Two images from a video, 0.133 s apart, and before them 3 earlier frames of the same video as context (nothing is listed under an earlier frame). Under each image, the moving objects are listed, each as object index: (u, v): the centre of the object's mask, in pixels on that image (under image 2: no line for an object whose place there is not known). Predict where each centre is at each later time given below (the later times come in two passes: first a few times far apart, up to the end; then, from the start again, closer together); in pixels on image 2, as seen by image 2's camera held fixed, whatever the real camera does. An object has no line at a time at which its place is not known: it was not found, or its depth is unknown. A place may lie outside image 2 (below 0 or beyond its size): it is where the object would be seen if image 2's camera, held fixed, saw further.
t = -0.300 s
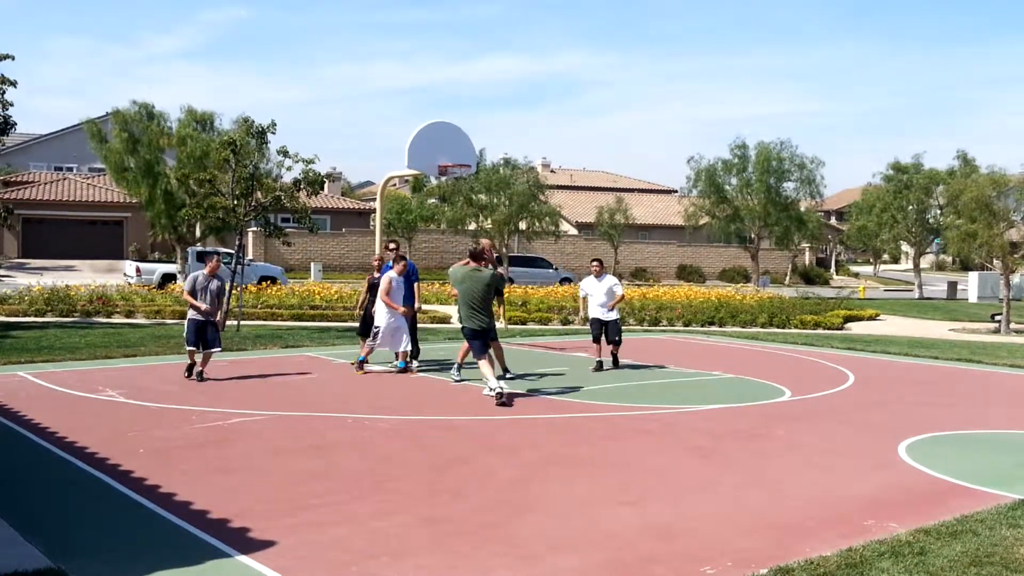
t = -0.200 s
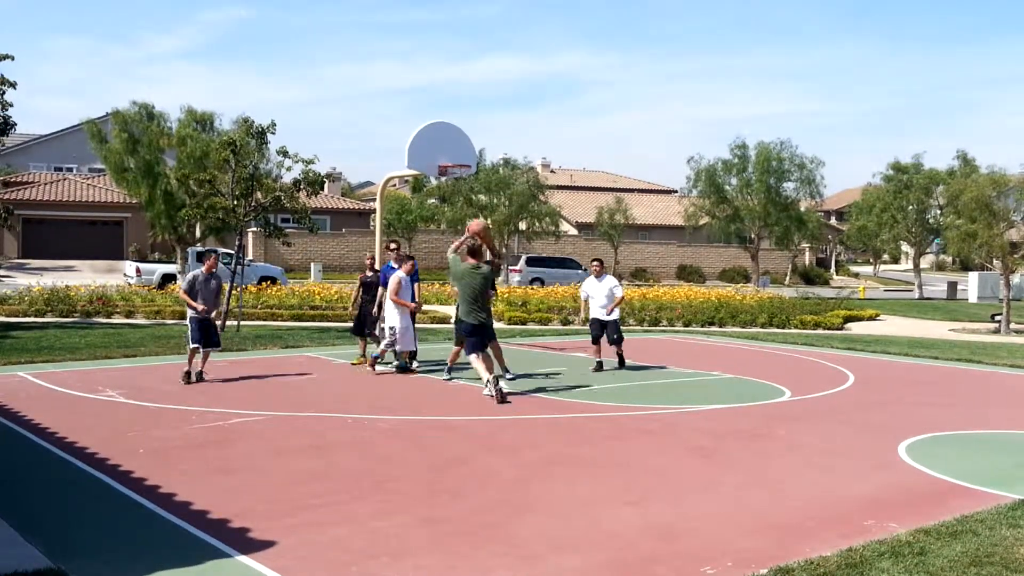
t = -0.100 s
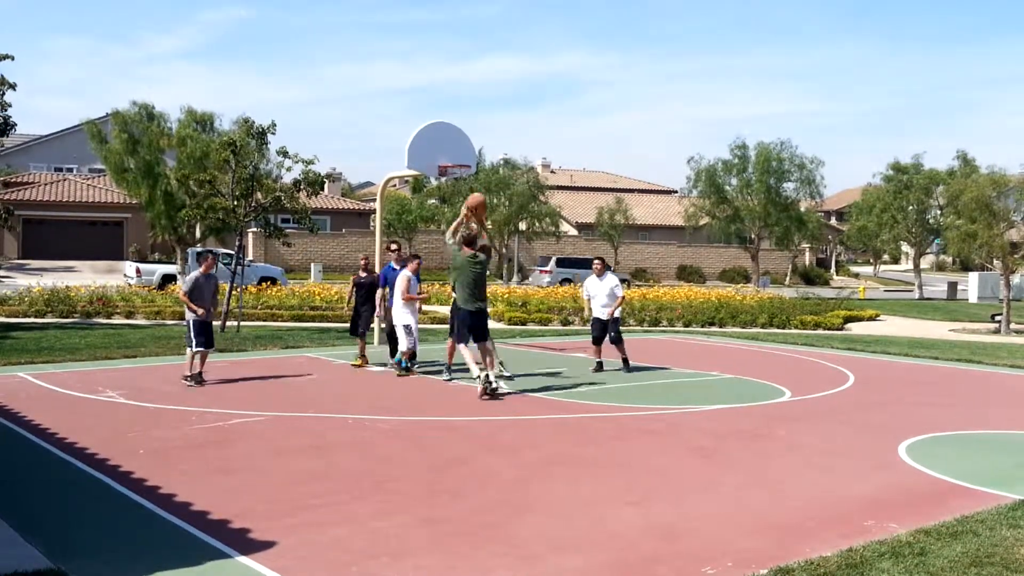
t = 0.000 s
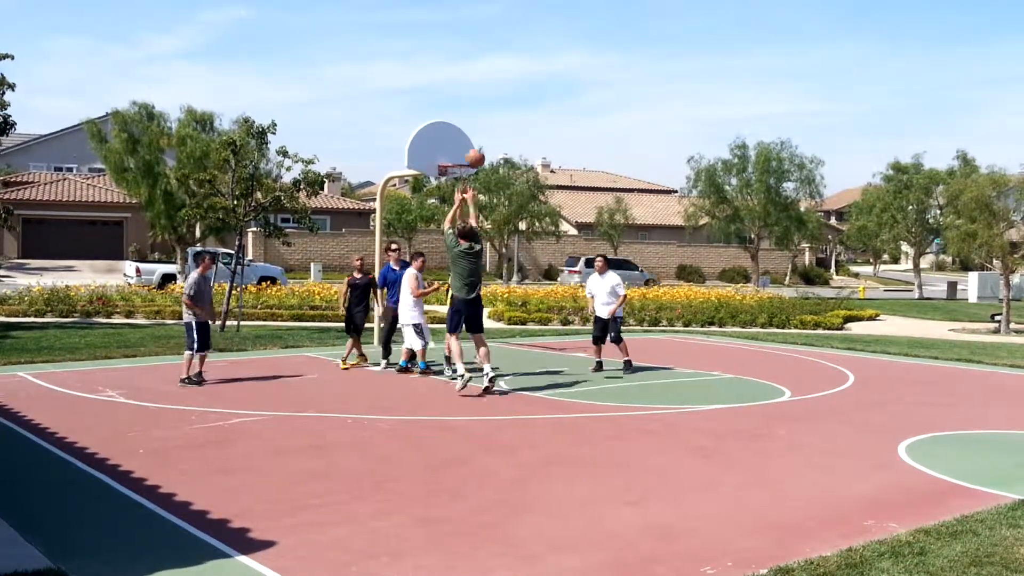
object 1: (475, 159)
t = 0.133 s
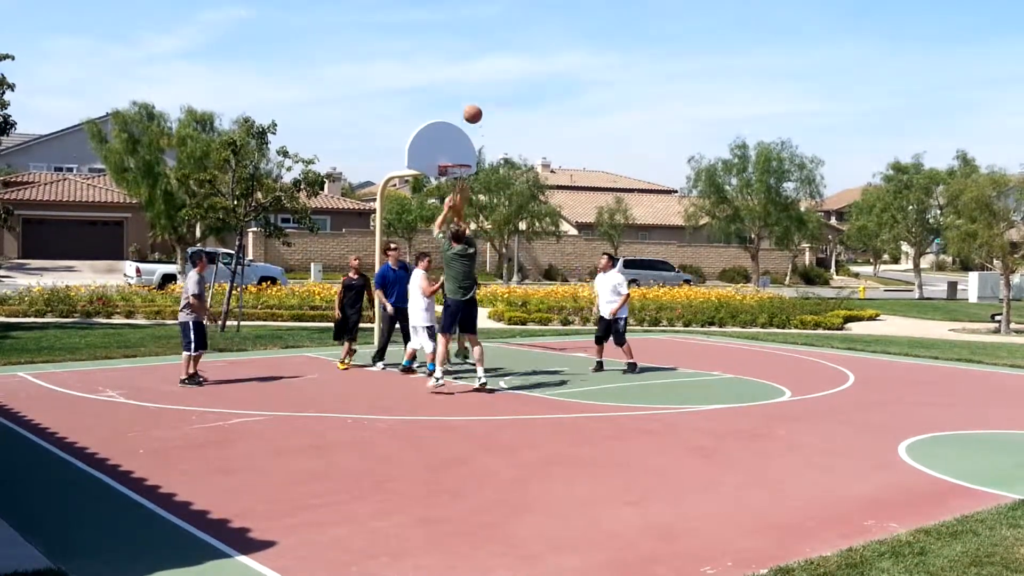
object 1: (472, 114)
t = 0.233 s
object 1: (470, 91)
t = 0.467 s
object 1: (466, 70)
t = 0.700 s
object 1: (461, 88)
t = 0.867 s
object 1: (458, 120)
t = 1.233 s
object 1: (454, 182)
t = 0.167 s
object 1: (472, 105)
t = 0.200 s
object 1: (471, 98)
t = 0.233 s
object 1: (470, 91)
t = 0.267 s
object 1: (470, 86)
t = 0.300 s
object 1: (469, 81)
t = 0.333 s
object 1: (468, 77)
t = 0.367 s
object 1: (468, 74)
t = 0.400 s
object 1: (467, 72)
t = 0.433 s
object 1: (467, 71)
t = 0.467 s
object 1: (466, 70)
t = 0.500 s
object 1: (465, 71)
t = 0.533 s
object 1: (465, 72)
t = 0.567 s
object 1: (464, 73)
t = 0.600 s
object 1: (463, 76)
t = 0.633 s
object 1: (463, 79)
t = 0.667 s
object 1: (462, 83)
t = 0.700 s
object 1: (461, 88)
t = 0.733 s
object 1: (461, 93)
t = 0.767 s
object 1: (460, 99)
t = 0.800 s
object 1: (459, 105)
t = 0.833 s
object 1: (459, 112)
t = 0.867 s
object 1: (458, 120)
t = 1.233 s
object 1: (454, 182)
